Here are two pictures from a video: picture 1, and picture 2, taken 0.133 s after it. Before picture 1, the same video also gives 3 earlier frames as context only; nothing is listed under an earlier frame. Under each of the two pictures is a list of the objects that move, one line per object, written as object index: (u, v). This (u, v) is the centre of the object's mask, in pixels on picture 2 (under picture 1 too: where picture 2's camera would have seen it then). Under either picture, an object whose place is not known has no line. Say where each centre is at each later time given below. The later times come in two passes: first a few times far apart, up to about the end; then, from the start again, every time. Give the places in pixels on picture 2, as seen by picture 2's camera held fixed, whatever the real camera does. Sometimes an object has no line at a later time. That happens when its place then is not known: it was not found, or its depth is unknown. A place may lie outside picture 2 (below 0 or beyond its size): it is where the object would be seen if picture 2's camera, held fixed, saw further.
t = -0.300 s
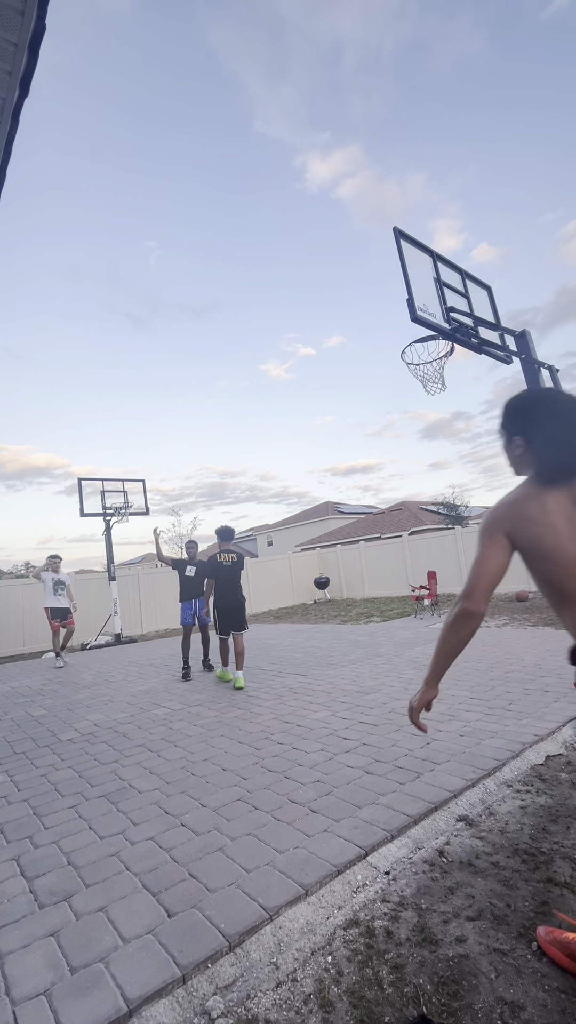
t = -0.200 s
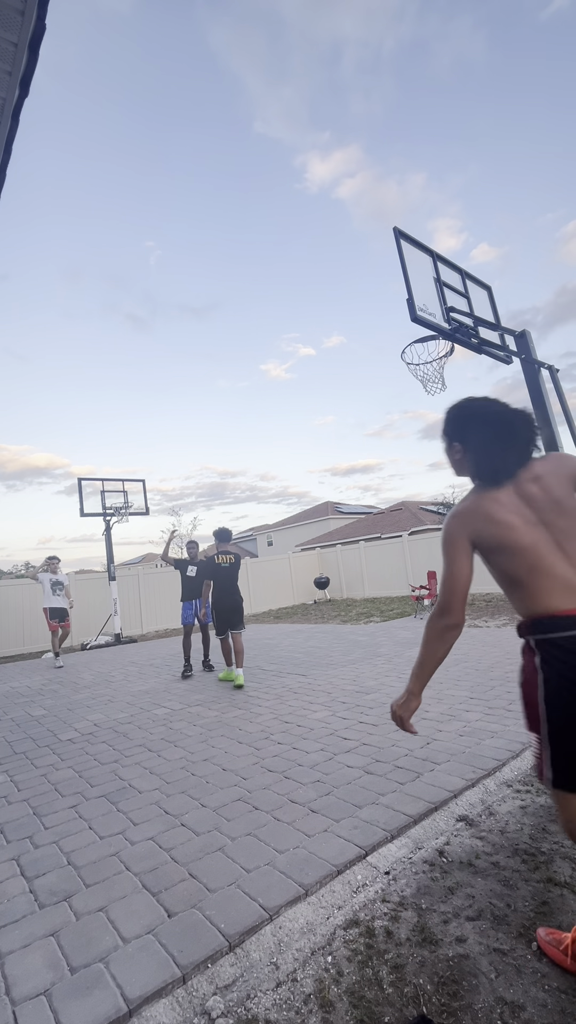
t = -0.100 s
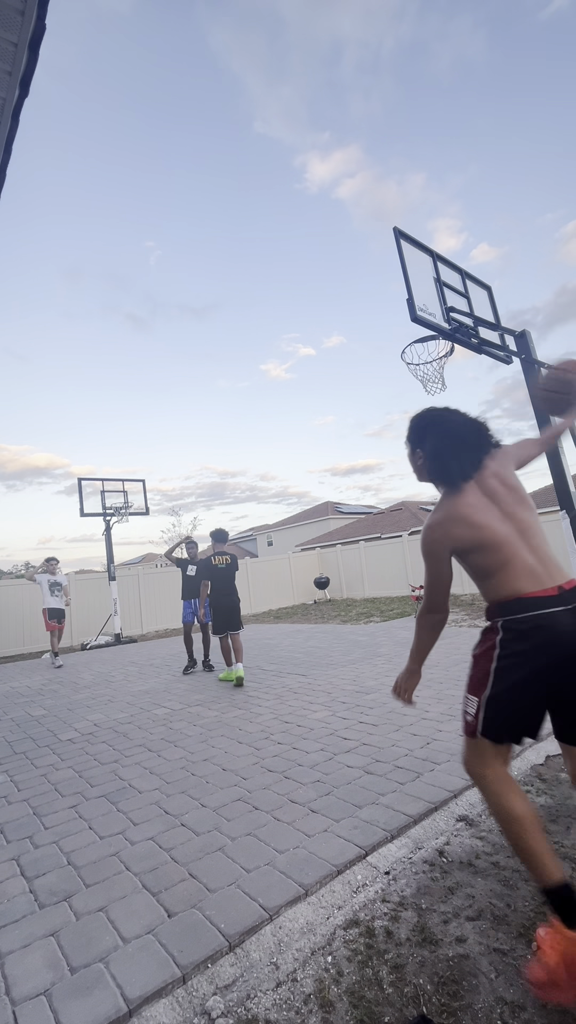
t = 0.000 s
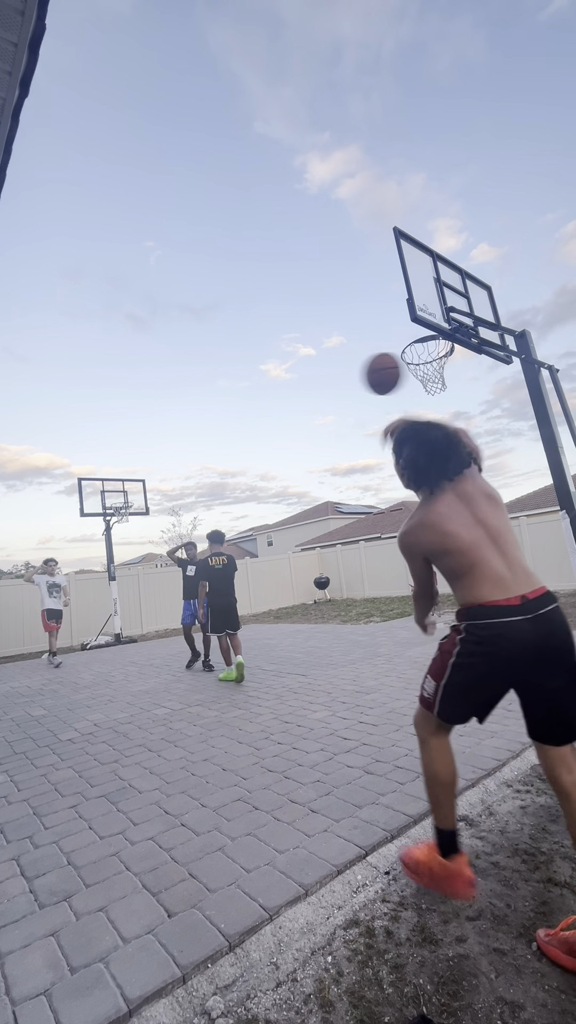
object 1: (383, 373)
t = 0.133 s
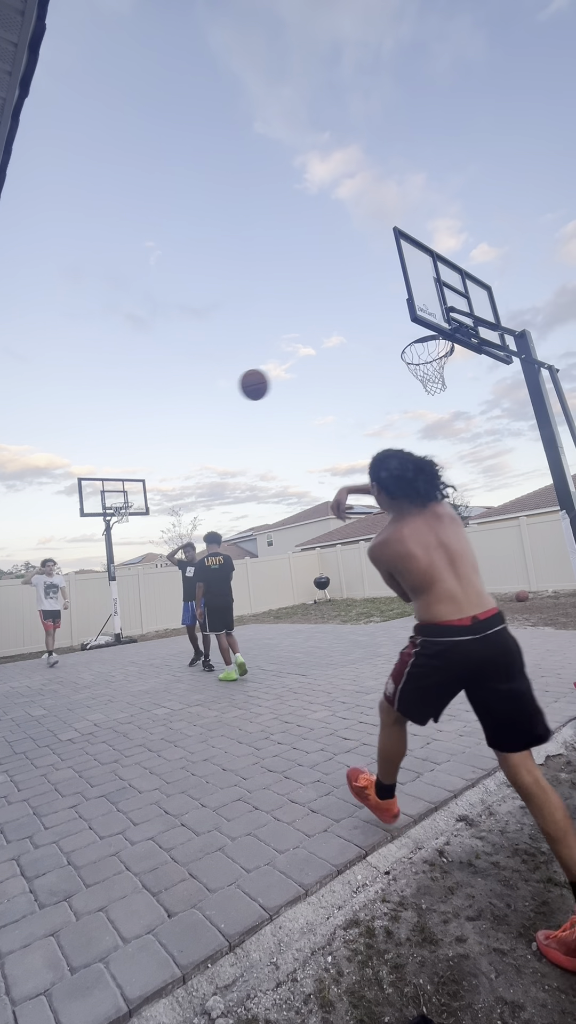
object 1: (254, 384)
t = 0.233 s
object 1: (197, 400)
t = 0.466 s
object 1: (120, 452)
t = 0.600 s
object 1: (93, 486)
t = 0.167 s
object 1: (233, 389)
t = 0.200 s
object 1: (214, 395)
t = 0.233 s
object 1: (197, 400)
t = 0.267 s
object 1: (182, 407)
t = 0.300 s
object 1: (169, 414)
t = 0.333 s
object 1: (157, 421)
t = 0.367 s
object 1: (146, 428)
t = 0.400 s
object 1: (137, 436)
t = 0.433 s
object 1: (128, 444)
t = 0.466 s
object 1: (120, 452)
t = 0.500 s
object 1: (112, 460)
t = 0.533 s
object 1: (106, 469)
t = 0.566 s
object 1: (99, 477)
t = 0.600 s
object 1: (93, 486)
